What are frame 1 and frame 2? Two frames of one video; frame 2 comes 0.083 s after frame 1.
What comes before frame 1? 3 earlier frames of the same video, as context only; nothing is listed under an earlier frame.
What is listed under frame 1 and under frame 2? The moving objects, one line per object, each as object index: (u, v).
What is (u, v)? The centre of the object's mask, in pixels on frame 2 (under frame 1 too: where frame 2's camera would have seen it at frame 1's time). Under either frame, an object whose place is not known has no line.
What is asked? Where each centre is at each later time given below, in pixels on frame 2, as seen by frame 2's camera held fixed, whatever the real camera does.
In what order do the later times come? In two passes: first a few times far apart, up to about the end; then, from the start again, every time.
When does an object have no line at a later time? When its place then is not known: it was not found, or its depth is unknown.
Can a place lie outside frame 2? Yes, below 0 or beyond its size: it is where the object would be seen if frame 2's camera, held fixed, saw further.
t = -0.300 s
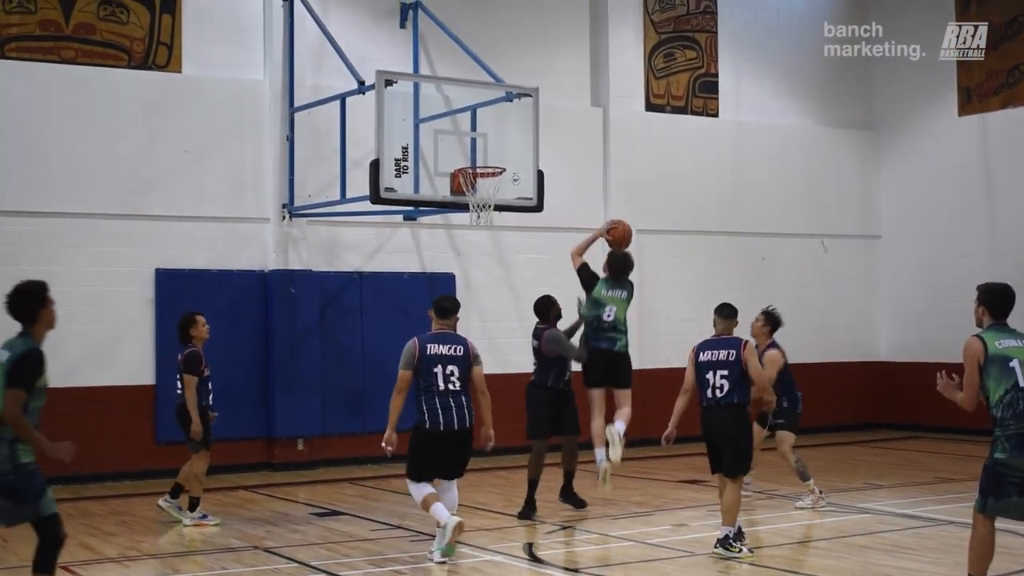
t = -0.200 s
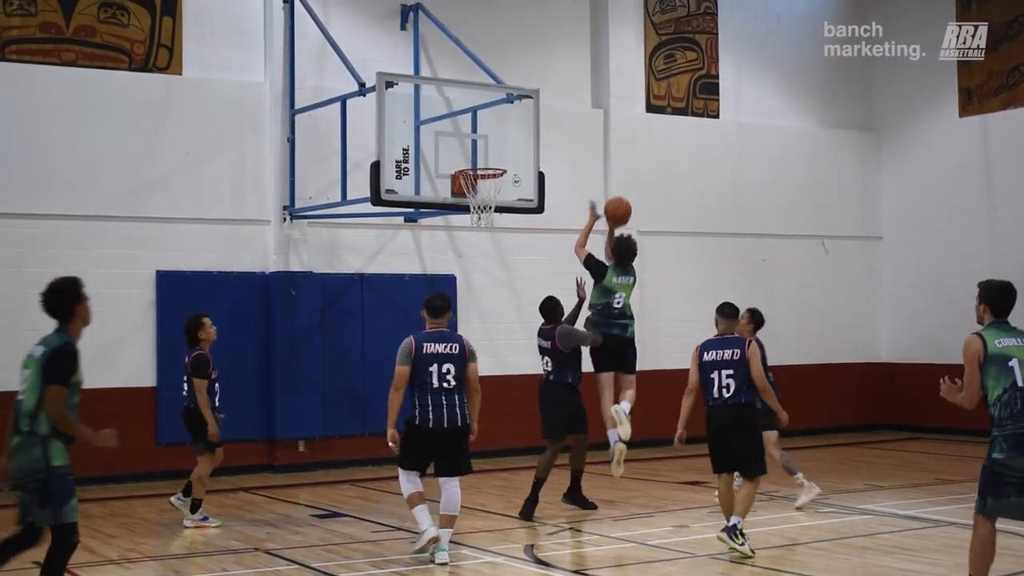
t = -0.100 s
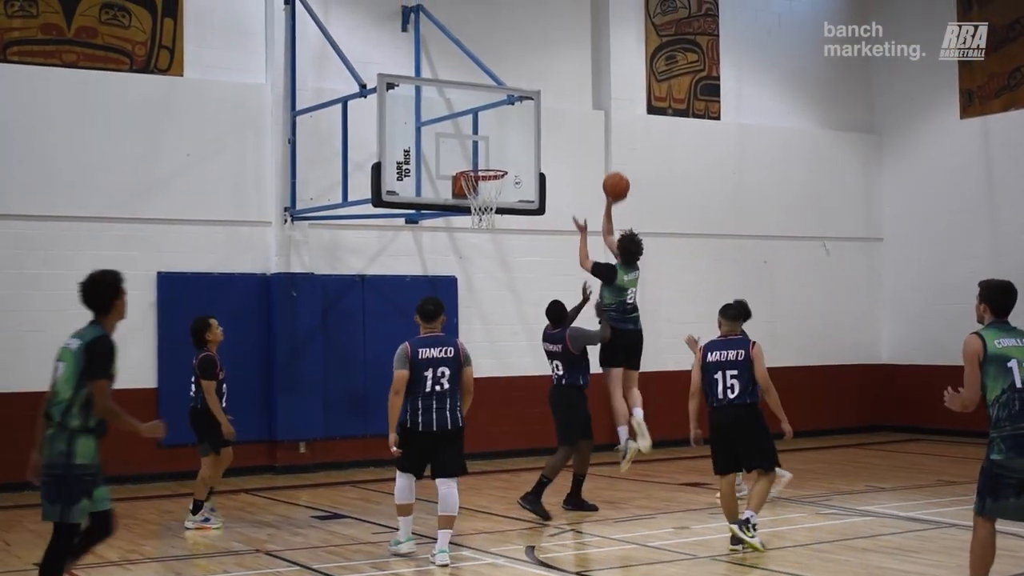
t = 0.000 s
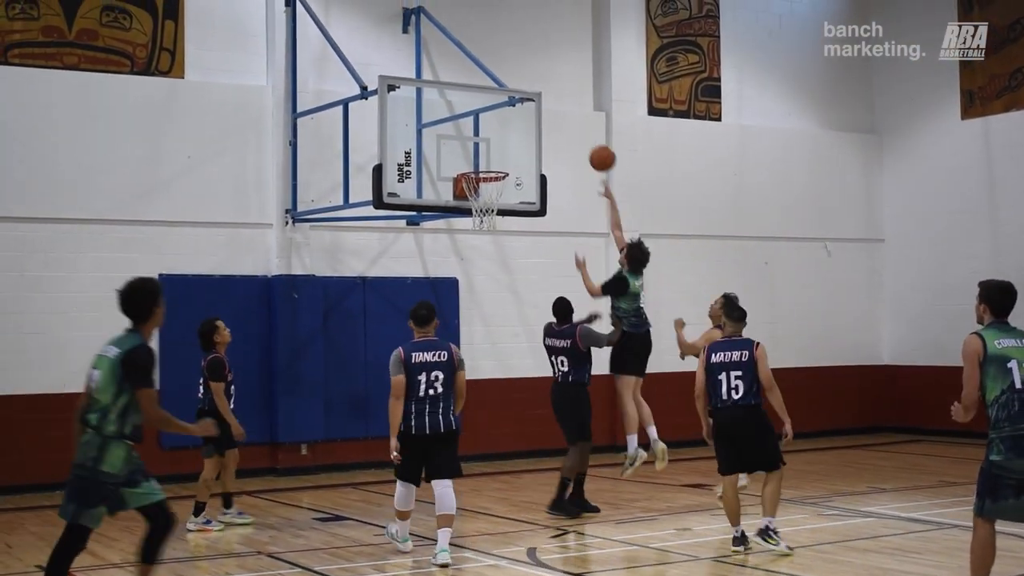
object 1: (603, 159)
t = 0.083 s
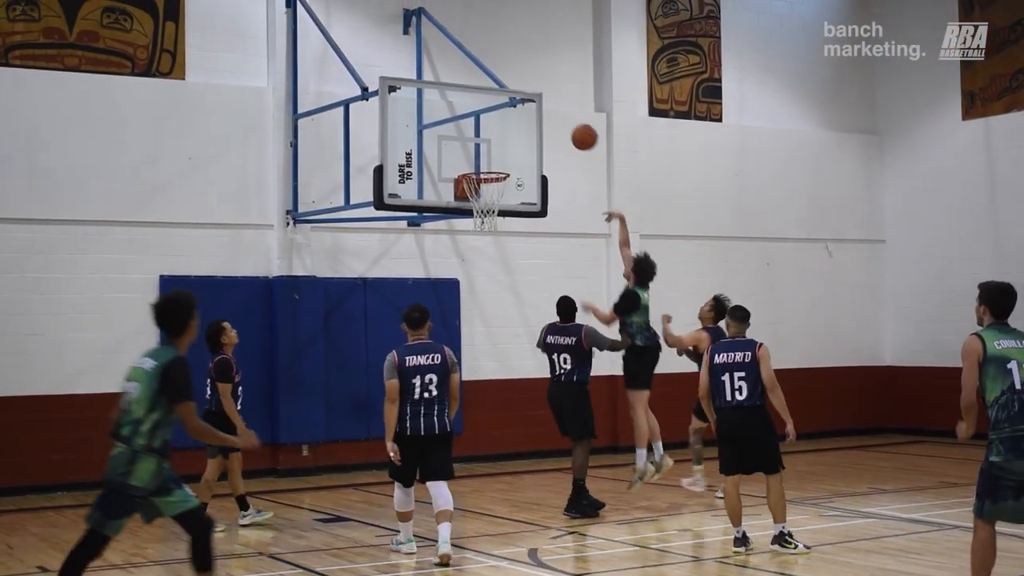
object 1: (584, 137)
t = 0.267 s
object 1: (545, 117)
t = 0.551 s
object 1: (490, 155)
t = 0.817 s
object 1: (498, 233)
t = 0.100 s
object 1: (580, 134)
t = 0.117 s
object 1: (576, 130)
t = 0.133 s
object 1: (573, 128)
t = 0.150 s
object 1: (569, 125)
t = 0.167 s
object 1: (566, 123)
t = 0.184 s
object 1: (562, 121)
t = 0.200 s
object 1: (559, 120)
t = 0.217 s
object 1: (555, 119)
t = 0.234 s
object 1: (552, 118)
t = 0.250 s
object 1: (548, 117)
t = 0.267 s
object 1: (545, 117)
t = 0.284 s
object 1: (541, 117)
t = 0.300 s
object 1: (538, 117)
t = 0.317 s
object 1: (534, 118)
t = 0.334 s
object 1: (531, 118)
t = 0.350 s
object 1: (528, 119)
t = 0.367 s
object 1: (524, 121)
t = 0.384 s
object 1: (521, 123)
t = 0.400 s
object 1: (518, 125)
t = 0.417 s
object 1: (515, 127)
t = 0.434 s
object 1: (511, 129)
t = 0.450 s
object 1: (508, 132)
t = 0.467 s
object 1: (505, 135)
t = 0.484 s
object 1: (502, 139)
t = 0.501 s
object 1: (499, 142)
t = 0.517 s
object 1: (496, 146)
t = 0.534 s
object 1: (492, 150)
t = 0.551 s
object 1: (490, 155)
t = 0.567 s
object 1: (487, 160)
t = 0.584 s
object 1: (483, 164)
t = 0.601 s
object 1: (480, 168)
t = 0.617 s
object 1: (478, 174)
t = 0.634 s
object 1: (478, 180)
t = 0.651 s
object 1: (481, 184)
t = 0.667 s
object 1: (482, 188)
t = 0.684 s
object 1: (483, 192)
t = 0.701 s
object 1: (487, 198)
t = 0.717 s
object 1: (488, 201)
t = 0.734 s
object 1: (492, 209)
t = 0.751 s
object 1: (491, 215)
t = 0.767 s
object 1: (493, 219)
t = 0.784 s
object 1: (495, 222)
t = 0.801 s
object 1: (497, 229)
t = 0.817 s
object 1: (498, 233)
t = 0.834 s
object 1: (499, 238)
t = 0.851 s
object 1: (501, 244)
